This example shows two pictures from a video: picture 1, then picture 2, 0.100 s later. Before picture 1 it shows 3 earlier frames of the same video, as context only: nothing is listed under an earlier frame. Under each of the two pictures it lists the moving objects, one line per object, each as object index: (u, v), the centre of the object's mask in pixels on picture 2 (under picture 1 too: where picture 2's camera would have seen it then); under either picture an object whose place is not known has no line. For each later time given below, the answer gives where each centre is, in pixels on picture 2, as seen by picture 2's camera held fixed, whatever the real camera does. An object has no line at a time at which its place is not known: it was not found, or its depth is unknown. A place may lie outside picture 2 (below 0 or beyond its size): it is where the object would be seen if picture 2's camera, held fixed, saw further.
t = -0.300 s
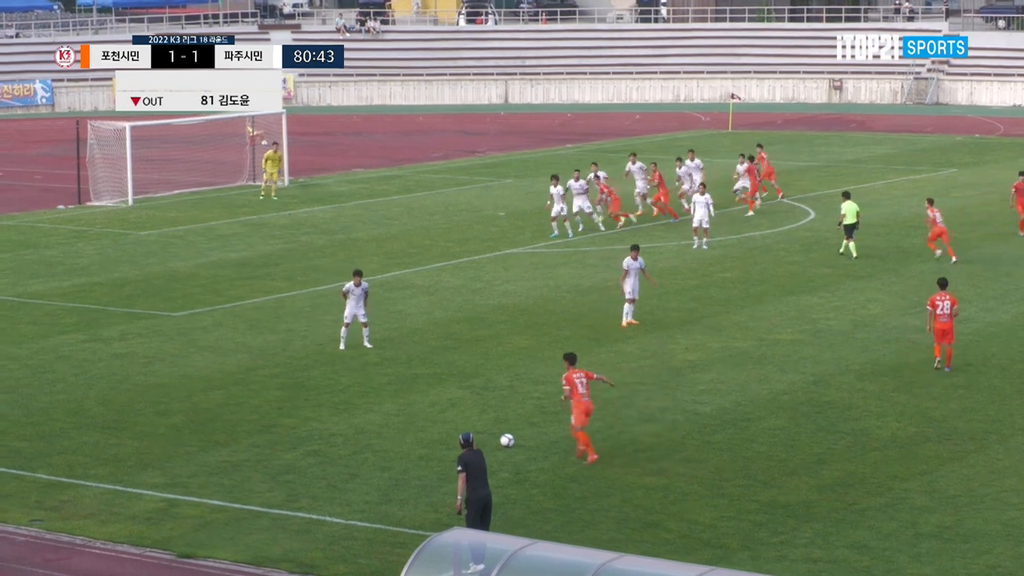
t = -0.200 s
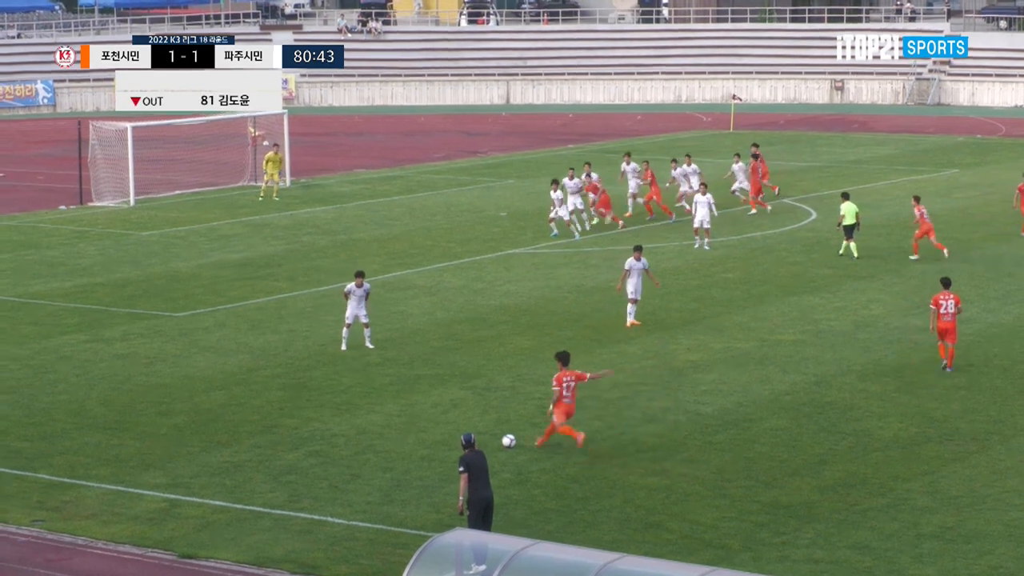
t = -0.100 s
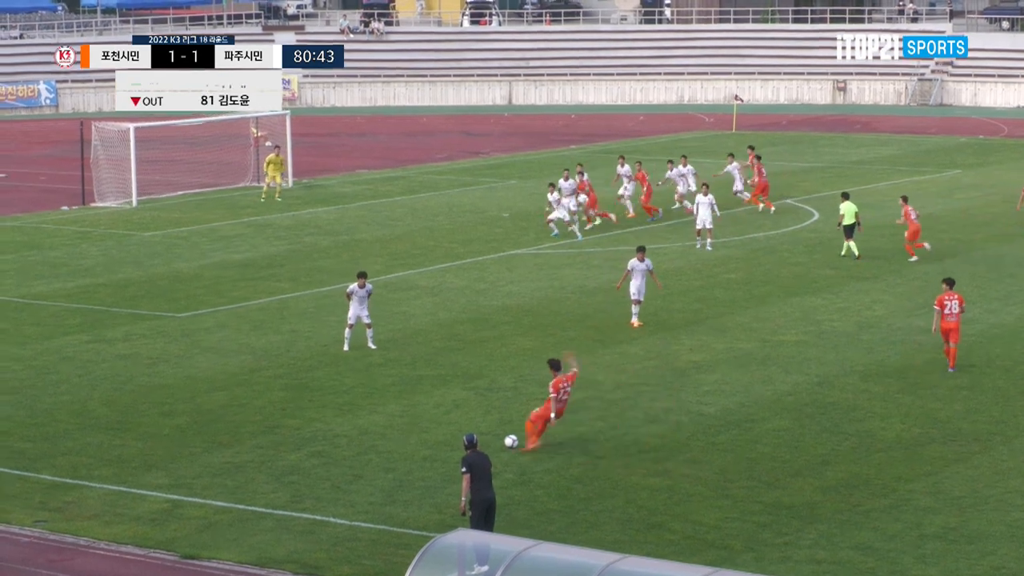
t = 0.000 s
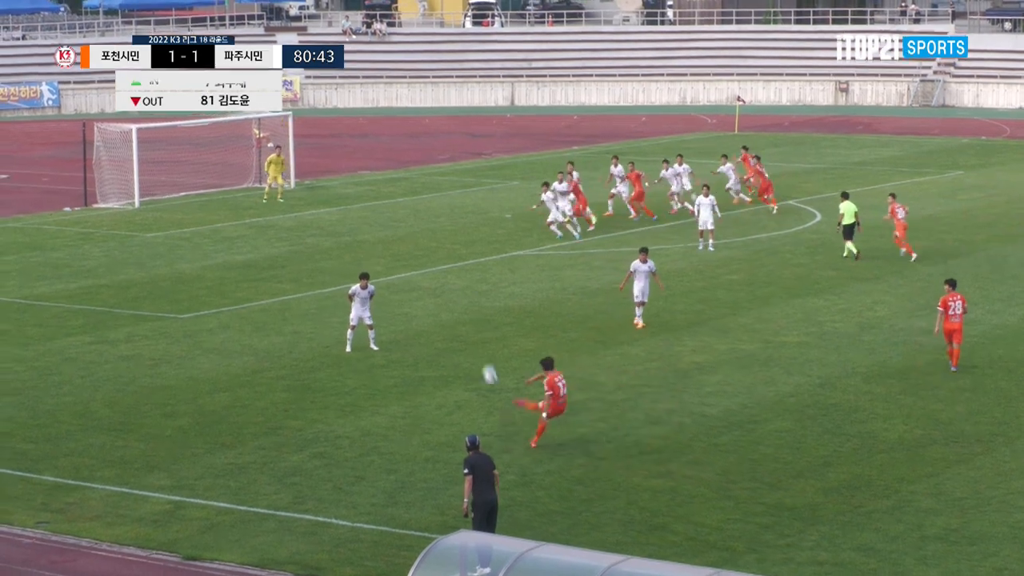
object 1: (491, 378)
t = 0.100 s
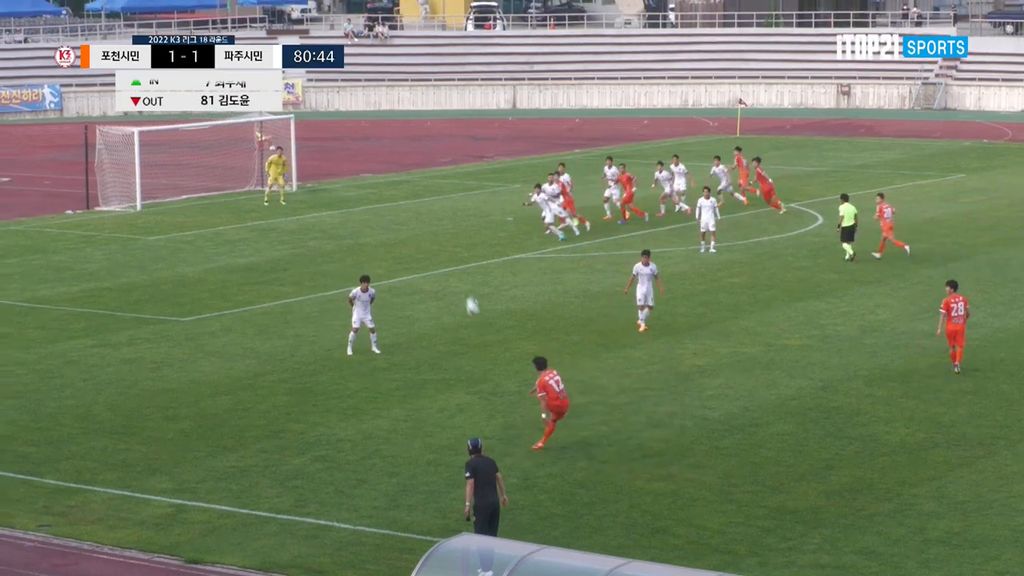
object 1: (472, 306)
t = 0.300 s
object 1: (457, 203)
